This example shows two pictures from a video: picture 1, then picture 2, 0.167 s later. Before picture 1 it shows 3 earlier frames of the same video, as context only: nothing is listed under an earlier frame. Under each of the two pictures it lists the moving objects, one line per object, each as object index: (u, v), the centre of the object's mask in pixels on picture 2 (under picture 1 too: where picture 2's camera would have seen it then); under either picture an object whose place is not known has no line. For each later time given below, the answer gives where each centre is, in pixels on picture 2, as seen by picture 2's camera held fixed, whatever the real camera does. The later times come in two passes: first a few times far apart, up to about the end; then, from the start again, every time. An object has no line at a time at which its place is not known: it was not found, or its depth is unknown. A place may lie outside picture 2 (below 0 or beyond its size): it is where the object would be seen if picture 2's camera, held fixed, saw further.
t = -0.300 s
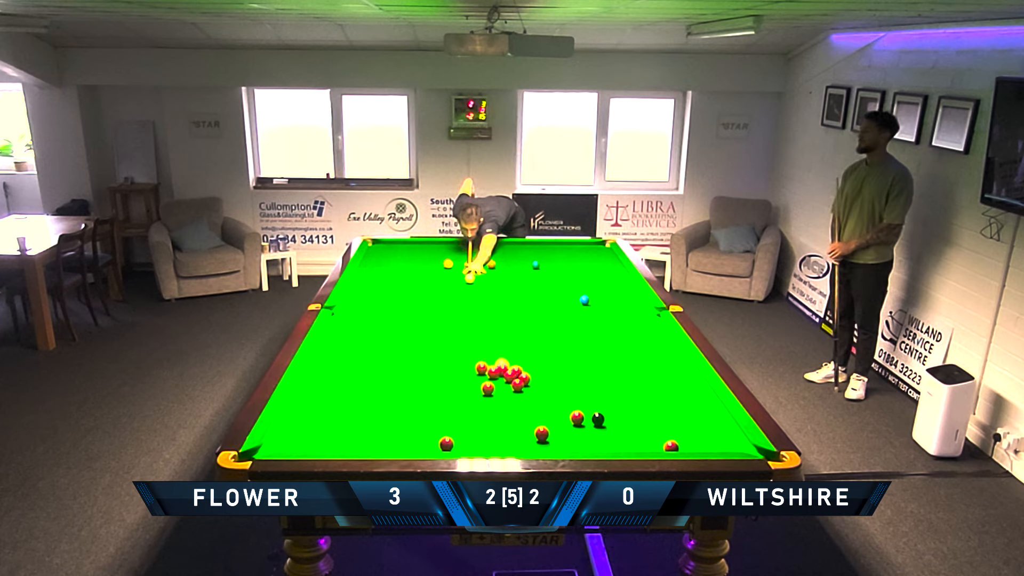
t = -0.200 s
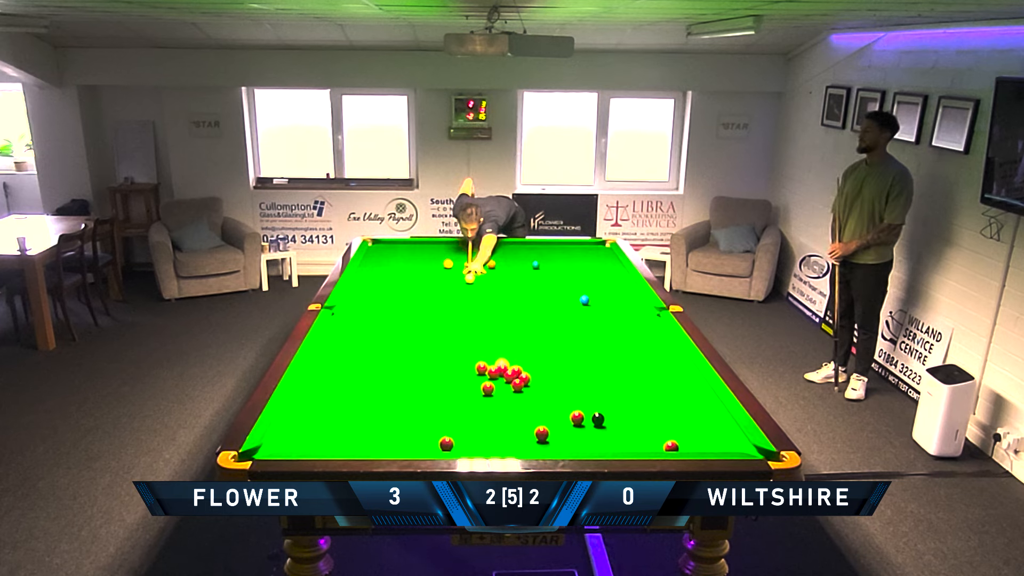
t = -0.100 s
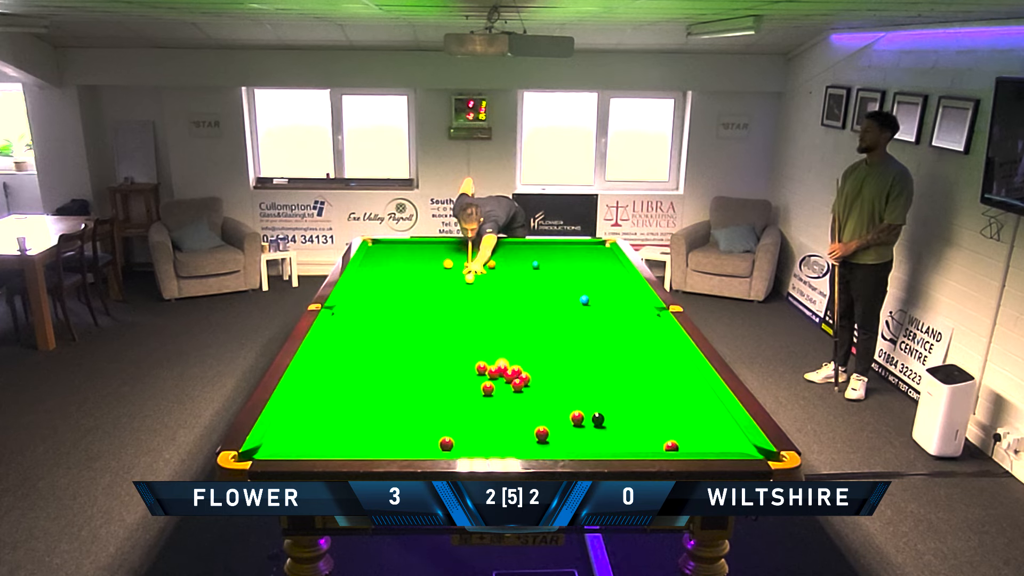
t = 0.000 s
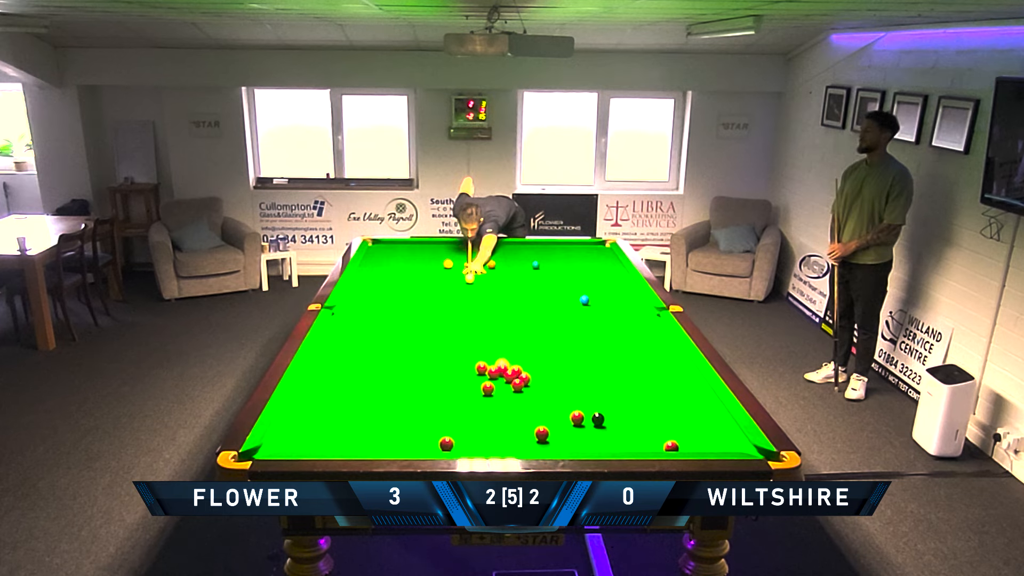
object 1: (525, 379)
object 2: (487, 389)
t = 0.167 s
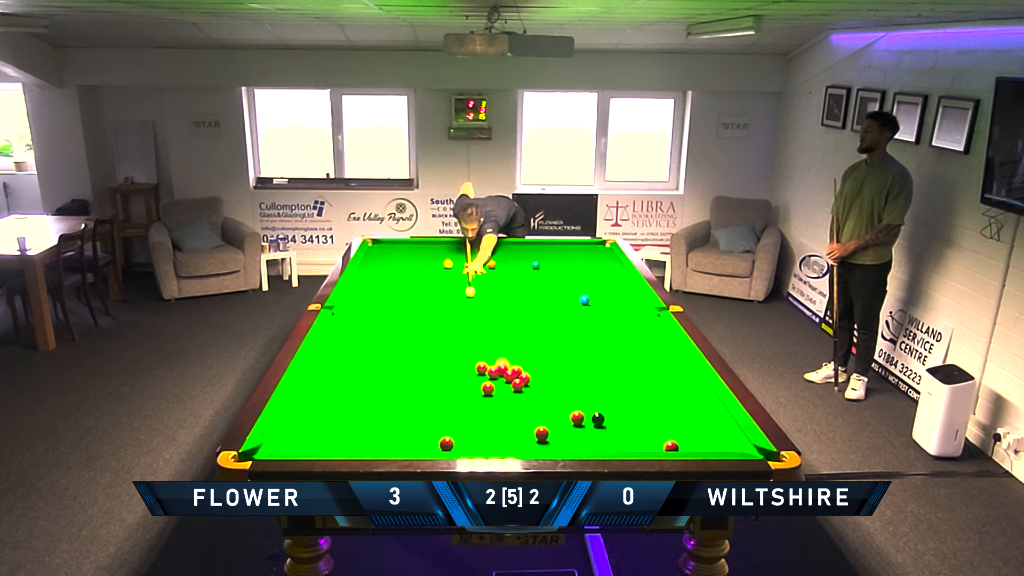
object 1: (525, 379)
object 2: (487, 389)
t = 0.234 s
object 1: (525, 379)
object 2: (487, 389)
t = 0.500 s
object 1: (525, 378)
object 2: (487, 389)
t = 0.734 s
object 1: (525, 379)
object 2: (487, 389)
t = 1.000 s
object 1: (541, 383)
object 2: (487, 389)
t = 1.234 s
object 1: (564, 388)
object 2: (488, 389)
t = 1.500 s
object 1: (588, 393)
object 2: (483, 392)
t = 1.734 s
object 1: (610, 398)
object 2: (480, 395)
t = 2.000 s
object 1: (634, 403)
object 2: (477, 397)
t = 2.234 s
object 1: (654, 407)
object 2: (475, 399)
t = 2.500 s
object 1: (676, 412)
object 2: (473, 401)
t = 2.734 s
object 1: (695, 416)
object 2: (472, 402)
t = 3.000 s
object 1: (715, 420)
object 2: (471, 403)
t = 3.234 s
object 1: (730, 423)
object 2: (471, 403)
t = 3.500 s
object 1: (723, 426)
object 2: (471, 403)
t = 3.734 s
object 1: (717, 428)
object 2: (471, 403)
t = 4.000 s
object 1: (711, 430)
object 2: (471, 403)
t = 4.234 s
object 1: (707, 431)
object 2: (471, 403)
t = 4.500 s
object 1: (704, 433)
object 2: (471, 403)
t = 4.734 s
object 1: (701, 433)
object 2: (471, 403)
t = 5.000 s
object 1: (700, 434)
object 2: (471, 403)
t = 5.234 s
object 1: (699, 434)
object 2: (471, 403)
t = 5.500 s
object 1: (699, 435)
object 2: (471, 403)
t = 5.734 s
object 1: (699, 435)
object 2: (471, 403)
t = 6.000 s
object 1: (699, 435)
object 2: (471, 403)
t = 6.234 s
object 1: (699, 435)
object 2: (471, 403)
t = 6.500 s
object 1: (699, 435)
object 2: (471, 403)
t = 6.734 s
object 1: (699, 435)
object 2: (471, 403)
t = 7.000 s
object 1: (699, 435)
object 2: (471, 403)
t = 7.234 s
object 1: (699, 435)
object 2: (471, 403)
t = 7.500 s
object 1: (699, 435)
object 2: (471, 403)
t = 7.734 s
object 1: (699, 435)
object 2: (471, 403)
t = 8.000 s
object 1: (699, 435)
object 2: (471, 404)
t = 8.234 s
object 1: (699, 435)
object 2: (471, 404)
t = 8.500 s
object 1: (699, 435)
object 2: (471, 403)
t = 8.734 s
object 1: (699, 435)
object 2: (471, 403)
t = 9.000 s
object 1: (699, 435)
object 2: (471, 403)
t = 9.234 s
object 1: (699, 435)
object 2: (471, 403)
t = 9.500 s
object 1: (699, 435)
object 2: (471, 404)
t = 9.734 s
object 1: (699, 435)
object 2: (471, 404)
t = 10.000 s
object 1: (699, 435)
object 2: (471, 403)
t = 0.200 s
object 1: (525, 379)
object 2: (487, 389)
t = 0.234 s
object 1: (525, 379)
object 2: (487, 389)
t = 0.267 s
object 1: (525, 379)
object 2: (487, 389)
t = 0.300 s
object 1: (525, 379)
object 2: (487, 389)
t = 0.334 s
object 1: (525, 379)
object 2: (487, 389)
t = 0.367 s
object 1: (525, 379)
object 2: (487, 389)
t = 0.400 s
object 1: (525, 379)
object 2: (487, 389)
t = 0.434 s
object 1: (525, 379)
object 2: (487, 389)
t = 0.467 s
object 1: (525, 379)
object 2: (487, 389)
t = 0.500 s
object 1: (525, 378)
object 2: (487, 389)
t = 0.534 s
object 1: (525, 379)
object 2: (487, 389)
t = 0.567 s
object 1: (525, 379)
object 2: (487, 389)
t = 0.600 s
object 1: (525, 379)
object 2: (487, 389)
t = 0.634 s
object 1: (525, 379)
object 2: (487, 389)
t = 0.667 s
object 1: (525, 379)
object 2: (487, 389)
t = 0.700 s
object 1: (525, 379)
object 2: (487, 389)
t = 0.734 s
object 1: (525, 379)
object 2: (487, 389)
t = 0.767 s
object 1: (525, 379)
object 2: (487, 388)
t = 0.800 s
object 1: (525, 379)
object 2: (487, 389)
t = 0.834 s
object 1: (525, 379)
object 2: (487, 389)
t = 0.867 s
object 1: (527, 380)
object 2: (487, 389)
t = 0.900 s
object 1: (531, 381)
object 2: (487, 389)
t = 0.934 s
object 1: (535, 381)
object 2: (487, 389)
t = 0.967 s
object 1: (538, 382)
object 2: (487, 389)
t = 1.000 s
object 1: (541, 383)
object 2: (487, 389)
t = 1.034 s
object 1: (544, 384)
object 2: (487, 389)
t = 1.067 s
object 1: (548, 384)
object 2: (487, 389)
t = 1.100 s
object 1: (551, 385)
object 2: (487, 389)
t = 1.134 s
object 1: (554, 386)
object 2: (487, 389)
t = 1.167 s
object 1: (557, 386)
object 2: (488, 389)
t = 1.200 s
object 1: (561, 387)
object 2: (488, 389)
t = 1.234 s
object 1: (564, 388)
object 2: (488, 389)
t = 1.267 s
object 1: (567, 388)
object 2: (487, 389)
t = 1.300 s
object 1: (570, 389)
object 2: (487, 390)
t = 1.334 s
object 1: (573, 390)
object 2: (486, 390)
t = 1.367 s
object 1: (576, 390)
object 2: (485, 390)
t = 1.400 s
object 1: (579, 391)
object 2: (485, 391)
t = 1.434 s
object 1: (582, 392)
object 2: (484, 391)
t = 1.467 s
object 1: (585, 392)
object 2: (484, 392)
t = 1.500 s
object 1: (588, 393)
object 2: (483, 392)
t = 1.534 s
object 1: (592, 394)
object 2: (483, 392)
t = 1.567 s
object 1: (595, 395)
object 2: (482, 393)
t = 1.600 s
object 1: (598, 395)
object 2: (482, 393)
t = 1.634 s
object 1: (601, 396)
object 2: (481, 394)
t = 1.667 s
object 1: (604, 396)
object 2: (481, 394)
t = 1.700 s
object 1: (607, 397)
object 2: (480, 394)
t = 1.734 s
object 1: (610, 398)
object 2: (480, 395)
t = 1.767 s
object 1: (613, 398)
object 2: (480, 395)
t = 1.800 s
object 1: (616, 399)
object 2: (479, 395)
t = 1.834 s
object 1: (619, 400)
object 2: (479, 396)
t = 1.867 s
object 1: (622, 400)
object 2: (479, 396)
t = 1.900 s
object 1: (625, 401)
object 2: (478, 396)
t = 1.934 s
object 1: (628, 402)
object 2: (478, 397)
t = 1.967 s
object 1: (631, 402)
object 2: (477, 397)
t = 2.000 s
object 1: (634, 403)
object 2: (477, 397)
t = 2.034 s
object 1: (637, 403)
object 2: (477, 397)
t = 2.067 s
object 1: (640, 404)
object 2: (476, 398)
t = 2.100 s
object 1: (643, 405)
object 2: (476, 398)
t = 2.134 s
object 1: (645, 405)
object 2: (476, 398)
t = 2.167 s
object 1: (648, 406)
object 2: (475, 398)
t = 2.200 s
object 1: (651, 406)
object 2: (475, 399)
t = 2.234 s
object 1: (654, 407)
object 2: (475, 399)
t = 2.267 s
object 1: (657, 407)
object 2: (475, 399)
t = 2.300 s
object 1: (660, 408)
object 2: (474, 400)
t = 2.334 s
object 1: (662, 409)
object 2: (474, 400)
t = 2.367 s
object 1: (665, 409)
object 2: (474, 400)
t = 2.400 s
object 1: (668, 410)
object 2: (474, 400)
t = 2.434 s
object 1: (671, 411)
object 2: (473, 400)
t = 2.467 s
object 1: (673, 411)
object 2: (473, 401)
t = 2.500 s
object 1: (676, 412)
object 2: (473, 401)
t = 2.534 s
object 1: (679, 412)
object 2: (473, 401)
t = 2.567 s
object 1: (682, 413)
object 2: (473, 401)
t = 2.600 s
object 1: (684, 413)
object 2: (472, 401)
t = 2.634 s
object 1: (687, 414)
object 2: (472, 402)
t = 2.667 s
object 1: (689, 414)
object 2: (472, 402)
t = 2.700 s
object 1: (692, 415)
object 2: (472, 402)
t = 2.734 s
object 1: (695, 416)
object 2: (472, 402)
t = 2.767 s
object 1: (697, 416)
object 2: (472, 402)
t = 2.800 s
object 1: (700, 417)
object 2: (471, 402)
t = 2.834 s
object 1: (702, 417)
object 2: (471, 402)
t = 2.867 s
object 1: (705, 418)
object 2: (471, 402)
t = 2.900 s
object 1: (707, 418)
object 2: (471, 402)
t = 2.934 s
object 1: (710, 419)
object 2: (471, 403)
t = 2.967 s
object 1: (712, 419)
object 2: (471, 403)
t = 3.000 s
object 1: (715, 420)
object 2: (471, 403)
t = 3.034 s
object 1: (717, 420)
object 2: (471, 403)
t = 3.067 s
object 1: (720, 421)
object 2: (471, 403)
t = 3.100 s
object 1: (722, 421)
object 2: (471, 403)
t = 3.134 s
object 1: (724, 422)
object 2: (471, 403)
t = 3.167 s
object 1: (727, 422)
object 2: (471, 403)
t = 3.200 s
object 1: (729, 423)
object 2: (471, 403)
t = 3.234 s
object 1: (730, 423)
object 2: (471, 403)
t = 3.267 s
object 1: (729, 424)
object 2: (471, 403)
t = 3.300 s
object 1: (728, 424)
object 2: (471, 403)
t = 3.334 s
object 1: (727, 424)
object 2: (471, 403)
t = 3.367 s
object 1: (726, 424)
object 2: (471, 403)
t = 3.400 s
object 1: (725, 425)
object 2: (471, 403)
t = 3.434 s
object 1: (724, 425)
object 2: (471, 403)
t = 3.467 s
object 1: (723, 426)
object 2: (471, 403)
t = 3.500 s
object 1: (723, 426)
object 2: (471, 403)
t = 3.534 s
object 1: (722, 426)
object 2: (471, 403)
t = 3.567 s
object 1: (721, 426)
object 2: (471, 403)
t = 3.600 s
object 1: (720, 427)
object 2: (471, 403)
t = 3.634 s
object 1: (720, 427)
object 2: (471, 403)
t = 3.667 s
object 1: (719, 427)
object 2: (471, 403)
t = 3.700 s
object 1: (718, 428)
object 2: (471, 403)
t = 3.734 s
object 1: (717, 428)
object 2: (471, 403)
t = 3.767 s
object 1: (716, 428)
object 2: (471, 403)
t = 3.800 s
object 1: (716, 429)
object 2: (471, 403)
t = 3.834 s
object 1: (715, 429)
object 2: (471, 403)
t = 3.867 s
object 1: (714, 429)
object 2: (471, 403)
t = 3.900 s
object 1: (714, 429)
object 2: (471, 403)
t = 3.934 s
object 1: (713, 429)
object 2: (471, 403)
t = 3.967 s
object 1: (712, 430)
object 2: (471, 403)
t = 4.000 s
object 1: (711, 430)
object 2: (471, 403)
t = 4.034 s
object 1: (711, 430)
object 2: (471, 403)
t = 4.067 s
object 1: (710, 430)
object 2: (471, 403)
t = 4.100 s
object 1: (710, 430)
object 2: (471, 403)
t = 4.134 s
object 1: (709, 431)
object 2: (471, 403)
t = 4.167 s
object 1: (709, 431)
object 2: (471, 403)
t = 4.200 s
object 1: (708, 431)
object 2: (471, 403)
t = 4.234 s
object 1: (707, 431)
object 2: (471, 403)
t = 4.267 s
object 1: (707, 432)
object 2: (471, 403)
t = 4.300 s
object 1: (706, 432)
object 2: (471, 403)
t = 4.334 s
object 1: (706, 432)
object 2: (471, 403)
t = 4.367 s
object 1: (705, 432)
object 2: (471, 403)
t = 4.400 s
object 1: (705, 432)
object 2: (471, 403)
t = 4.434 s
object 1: (705, 432)
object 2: (471, 403)
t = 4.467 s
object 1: (704, 432)
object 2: (471, 403)
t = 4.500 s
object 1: (704, 433)
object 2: (471, 403)
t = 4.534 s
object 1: (703, 433)
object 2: (471, 403)
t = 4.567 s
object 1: (703, 433)
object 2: (471, 403)
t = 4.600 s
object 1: (703, 433)
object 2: (471, 403)
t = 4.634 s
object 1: (702, 433)
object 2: (471, 403)
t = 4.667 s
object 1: (702, 433)
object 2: (471, 403)
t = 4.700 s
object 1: (702, 433)
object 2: (471, 403)
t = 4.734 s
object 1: (701, 433)
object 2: (471, 403)
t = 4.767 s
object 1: (701, 434)
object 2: (471, 403)
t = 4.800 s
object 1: (701, 434)
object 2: (471, 403)
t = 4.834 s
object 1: (701, 434)
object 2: (471, 403)
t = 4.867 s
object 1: (700, 434)
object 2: (471, 403)
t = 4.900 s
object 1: (700, 434)
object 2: (471, 403)
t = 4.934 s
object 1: (700, 434)
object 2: (471, 403)
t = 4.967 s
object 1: (700, 434)
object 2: (471, 403)
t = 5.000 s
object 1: (700, 434)
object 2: (471, 403)
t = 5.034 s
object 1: (700, 434)
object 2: (471, 403)
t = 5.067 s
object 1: (699, 434)
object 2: (471, 403)
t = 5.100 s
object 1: (699, 434)
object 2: (471, 403)
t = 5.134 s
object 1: (699, 434)
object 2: (471, 403)
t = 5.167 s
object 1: (699, 434)
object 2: (471, 403)
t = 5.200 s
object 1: (699, 434)
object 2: (471, 403)
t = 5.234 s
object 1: (699, 434)
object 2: (471, 403)
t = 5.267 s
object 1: (699, 434)
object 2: (471, 403)
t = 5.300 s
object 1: (699, 435)
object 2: (471, 403)
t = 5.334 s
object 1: (699, 435)
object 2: (471, 403)
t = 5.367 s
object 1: (699, 435)
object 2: (471, 403)
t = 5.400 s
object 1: (699, 435)
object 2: (471, 403)
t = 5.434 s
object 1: (699, 435)
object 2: (471, 403)
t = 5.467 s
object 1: (699, 435)
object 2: (471, 403)
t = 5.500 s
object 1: (699, 435)
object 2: (471, 403)
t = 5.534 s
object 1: (699, 435)
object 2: (471, 403)
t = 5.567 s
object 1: (699, 435)
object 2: (471, 403)
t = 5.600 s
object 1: (699, 435)
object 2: (471, 403)
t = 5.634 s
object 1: (699, 435)
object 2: (471, 403)
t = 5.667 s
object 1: (699, 435)
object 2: (471, 403)
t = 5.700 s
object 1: (699, 435)
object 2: (471, 403)
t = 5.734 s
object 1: (699, 435)
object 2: (471, 403)
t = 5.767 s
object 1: (699, 435)
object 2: (471, 403)
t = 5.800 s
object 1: (699, 435)
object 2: (471, 403)
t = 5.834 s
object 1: (699, 435)
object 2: (471, 403)
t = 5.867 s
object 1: (699, 435)
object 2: (471, 403)
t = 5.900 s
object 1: (699, 435)
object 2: (471, 403)
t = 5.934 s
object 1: (699, 435)
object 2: (471, 403)
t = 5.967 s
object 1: (699, 435)
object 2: (471, 403)
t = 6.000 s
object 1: (699, 435)
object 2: (471, 403)
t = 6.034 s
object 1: (699, 435)
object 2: (471, 403)
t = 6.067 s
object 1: (699, 435)
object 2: (471, 403)
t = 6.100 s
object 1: (699, 435)
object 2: (471, 403)
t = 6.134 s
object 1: (699, 435)
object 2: (471, 403)
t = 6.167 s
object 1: (699, 435)
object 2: (471, 403)
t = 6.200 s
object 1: (699, 435)
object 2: (471, 403)
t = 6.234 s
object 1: (699, 435)
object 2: (471, 403)
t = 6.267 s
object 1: (699, 435)
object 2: (471, 403)
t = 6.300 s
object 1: (699, 435)
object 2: (471, 403)
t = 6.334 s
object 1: (699, 435)
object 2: (471, 403)
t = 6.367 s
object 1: (699, 435)
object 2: (471, 403)
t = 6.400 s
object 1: (699, 435)
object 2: (471, 403)
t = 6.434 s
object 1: (699, 435)
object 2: (471, 403)
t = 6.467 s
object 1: (699, 435)
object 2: (471, 403)
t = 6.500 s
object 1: (699, 435)
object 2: (471, 403)
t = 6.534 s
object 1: (699, 435)
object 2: (471, 403)
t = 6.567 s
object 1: (699, 435)
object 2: (471, 403)
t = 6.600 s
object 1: (699, 435)
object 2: (471, 403)
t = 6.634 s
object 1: (699, 435)
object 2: (471, 403)
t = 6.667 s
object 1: (699, 435)
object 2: (471, 403)
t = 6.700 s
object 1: (699, 435)
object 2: (471, 403)
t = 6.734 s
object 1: (699, 435)
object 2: (471, 403)
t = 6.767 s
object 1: (699, 435)
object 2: (471, 403)
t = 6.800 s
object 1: (699, 435)
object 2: (471, 403)
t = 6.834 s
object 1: (699, 435)
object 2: (471, 403)
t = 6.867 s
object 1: (699, 435)
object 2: (471, 403)
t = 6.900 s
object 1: (699, 435)
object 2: (471, 403)
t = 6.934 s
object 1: (699, 435)
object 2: (471, 403)
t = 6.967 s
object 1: (699, 435)
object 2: (471, 403)
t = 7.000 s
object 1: (699, 435)
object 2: (471, 403)
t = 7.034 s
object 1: (699, 435)
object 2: (471, 403)
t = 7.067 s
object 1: (699, 435)
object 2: (471, 403)
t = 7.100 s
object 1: (699, 435)
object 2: (471, 403)
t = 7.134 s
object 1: (699, 435)
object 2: (471, 403)
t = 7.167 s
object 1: (699, 435)
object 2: (471, 403)
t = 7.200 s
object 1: (699, 435)
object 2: (471, 403)
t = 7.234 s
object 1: (699, 435)
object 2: (471, 403)
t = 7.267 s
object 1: (699, 435)
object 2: (471, 403)
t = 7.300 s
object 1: (699, 435)
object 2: (471, 403)
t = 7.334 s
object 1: (699, 435)
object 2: (471, 403)
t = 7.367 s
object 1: (699, 435)
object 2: (471, 403)
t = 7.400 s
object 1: (699, 435)
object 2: (471, 403)
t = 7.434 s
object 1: (699, 435)
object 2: (471, 403)
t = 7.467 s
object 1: (699, 435)
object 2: (471, 403)
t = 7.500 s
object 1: (699, 435)
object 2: (471, 403)
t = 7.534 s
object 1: (699, 435)
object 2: (471, 403)
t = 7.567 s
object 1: (699, 435)
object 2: (471, 403)
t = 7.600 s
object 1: (699, 435)
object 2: (471, 403)
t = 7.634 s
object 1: (699, 435)
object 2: (471, 403)
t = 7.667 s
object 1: (699, 435)
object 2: (471, 403)
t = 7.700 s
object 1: (699, 435)
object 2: (471, 403)
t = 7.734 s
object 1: (699, 435)
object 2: (471, 403)
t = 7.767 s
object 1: (699, 435)
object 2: (471, 403)
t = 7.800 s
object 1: (699, 435)
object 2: (471, 403)
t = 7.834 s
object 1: (699, 435)
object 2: (471, 403)
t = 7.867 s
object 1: (699, 435)
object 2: (471, 403)
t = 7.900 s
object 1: (699, 435)
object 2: (471, 403)
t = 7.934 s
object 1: (699, 435)
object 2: (471, 403)
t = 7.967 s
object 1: (699, 435)
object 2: (471, 404)
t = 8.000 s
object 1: (699, 435)
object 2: (471, 404)
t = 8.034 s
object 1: (699, 435)
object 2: (471, 403)
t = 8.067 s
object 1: (699, 435)
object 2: (471, 404)
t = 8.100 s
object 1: (699, 435)
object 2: (471, 403)
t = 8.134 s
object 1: (699, 435)
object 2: (471, 403)
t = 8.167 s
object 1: (699, 435)
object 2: (471, 403)
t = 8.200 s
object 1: (699, 435)
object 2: (471, 404)
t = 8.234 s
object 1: (699, 435)
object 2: (471, 404)
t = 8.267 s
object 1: (699, 435)
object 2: (471, 403)
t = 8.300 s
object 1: (699, 435)
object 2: (471, 404)
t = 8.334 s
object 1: (699, 435)
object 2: (471, 403)
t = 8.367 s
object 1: (699, 435)
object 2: (471, 403)
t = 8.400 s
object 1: (699, 435)
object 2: (471, 403)
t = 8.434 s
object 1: (699, 435)
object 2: (471, 403)
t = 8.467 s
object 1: (699, 435)
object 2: (471, 404)
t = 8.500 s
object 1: (699, 435)
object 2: (471, 403)
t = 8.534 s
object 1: (699, 435)
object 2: (471, 404)
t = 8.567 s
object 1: (699, 435)
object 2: (471, 403)
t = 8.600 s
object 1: (699, 435)
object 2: (471, 404)
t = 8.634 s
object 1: (699, 435)
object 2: (471, 403)
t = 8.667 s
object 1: (699, 435)
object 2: (471, 403)
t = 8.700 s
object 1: (699, 435)
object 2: (471, 404)
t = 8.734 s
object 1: (699, 435)
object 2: (471, 403)
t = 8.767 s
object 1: (699, 435)
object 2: (471, 404)
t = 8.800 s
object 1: (699, 435)
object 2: (471, 403)
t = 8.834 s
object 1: (699, 435)
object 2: (471, 404)
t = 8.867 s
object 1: (699, 435)
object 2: (471, 404)
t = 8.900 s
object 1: (699, 435)
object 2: (471, 403)
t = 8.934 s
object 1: (699, 435)
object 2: (471, 403)
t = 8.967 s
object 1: (699, 435)
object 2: (471, 403)
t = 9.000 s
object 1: (699, 435)
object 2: (471, 403)
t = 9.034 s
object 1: (699, 435)
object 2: (471, 403)
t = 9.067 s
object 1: (699, 435)
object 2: (471, 403)
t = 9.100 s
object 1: (699, 435)
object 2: (471, 403)
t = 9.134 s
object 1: (699, 435)
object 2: (471, 403)
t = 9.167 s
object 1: (699, 435)
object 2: (471, 403)
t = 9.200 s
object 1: (699, 435)
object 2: (471, 403)
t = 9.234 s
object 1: (699, 435)
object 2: (471, 403)
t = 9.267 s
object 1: (699, 435)
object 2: (471, 403)
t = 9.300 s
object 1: (699, 435)
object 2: (471, 403)
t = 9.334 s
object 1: (699, 435)
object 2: (471, 403)
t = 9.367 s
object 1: (699, 435)
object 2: (471, 403)
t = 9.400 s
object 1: (699, 435)
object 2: (471, 403)
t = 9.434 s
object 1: (699, 435)
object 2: (471, 403)
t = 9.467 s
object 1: (699, 435)
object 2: (471, 403)
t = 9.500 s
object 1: (699, 435)
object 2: (471, 404)
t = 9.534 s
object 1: (699, 435)
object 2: (471, 404)
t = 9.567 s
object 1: (699, 435)
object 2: (471, 404)
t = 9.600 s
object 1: (699, 435)
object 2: (471, 403)
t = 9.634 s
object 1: (699, 435)
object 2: (471, 403)
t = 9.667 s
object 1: (699, 435)
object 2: (471, 403)
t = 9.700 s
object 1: (699, 435)
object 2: (471, 403)
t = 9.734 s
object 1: (699, 435)
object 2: (471, 404)
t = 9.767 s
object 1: (699, 435)
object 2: (471, 403)
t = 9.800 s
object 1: (699, 435)
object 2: (471, 403)
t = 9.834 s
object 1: (699, 435)
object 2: (471, 403)
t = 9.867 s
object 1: (699, 435)
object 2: (471, 403)
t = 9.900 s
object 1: (699, 435)
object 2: (471, 403)
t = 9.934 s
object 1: (699, 435)
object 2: (471, 403)
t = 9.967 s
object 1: (699, 435)
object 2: (471, 403)
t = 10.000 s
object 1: (699, 435)
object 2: (471, 403)
